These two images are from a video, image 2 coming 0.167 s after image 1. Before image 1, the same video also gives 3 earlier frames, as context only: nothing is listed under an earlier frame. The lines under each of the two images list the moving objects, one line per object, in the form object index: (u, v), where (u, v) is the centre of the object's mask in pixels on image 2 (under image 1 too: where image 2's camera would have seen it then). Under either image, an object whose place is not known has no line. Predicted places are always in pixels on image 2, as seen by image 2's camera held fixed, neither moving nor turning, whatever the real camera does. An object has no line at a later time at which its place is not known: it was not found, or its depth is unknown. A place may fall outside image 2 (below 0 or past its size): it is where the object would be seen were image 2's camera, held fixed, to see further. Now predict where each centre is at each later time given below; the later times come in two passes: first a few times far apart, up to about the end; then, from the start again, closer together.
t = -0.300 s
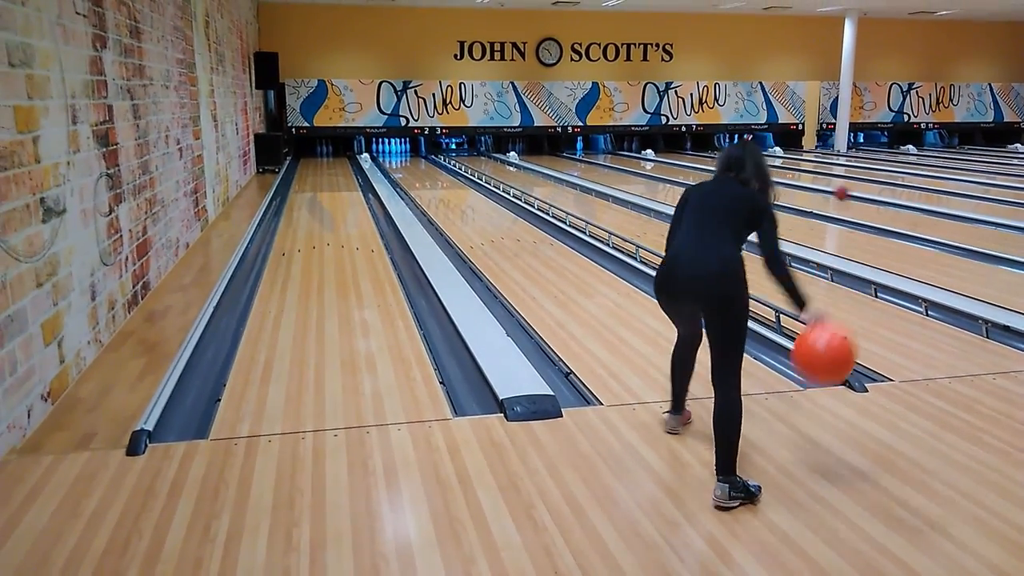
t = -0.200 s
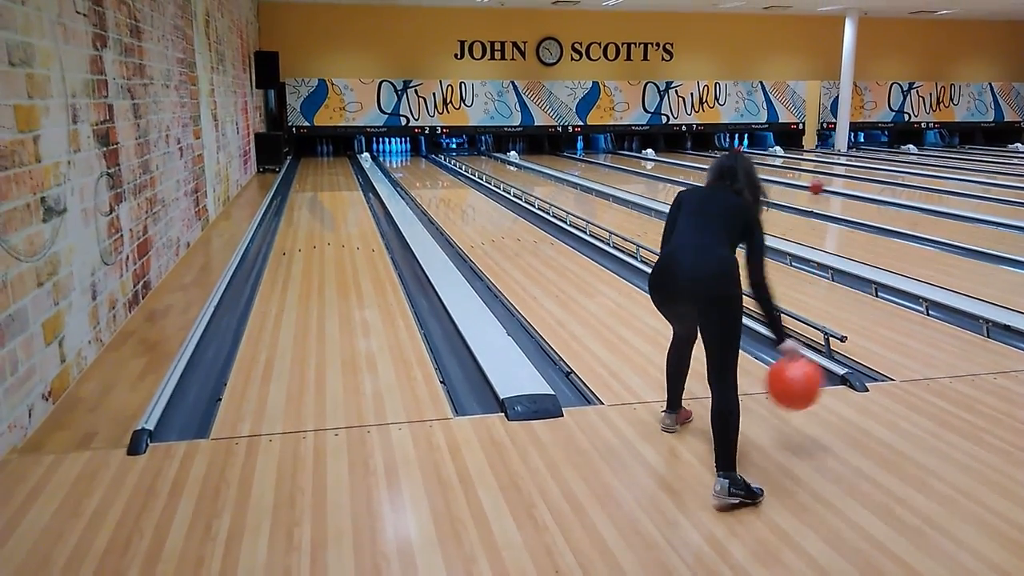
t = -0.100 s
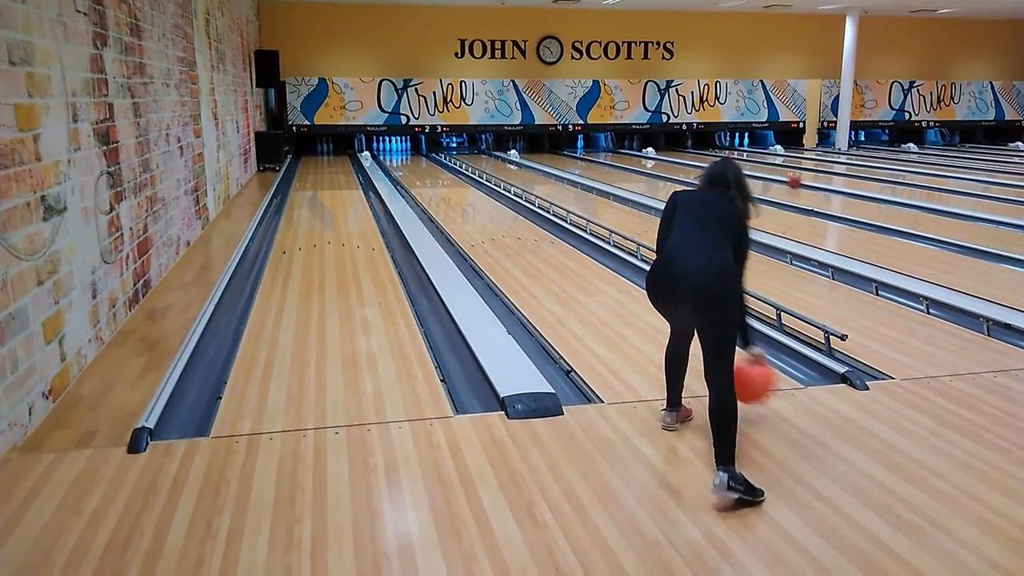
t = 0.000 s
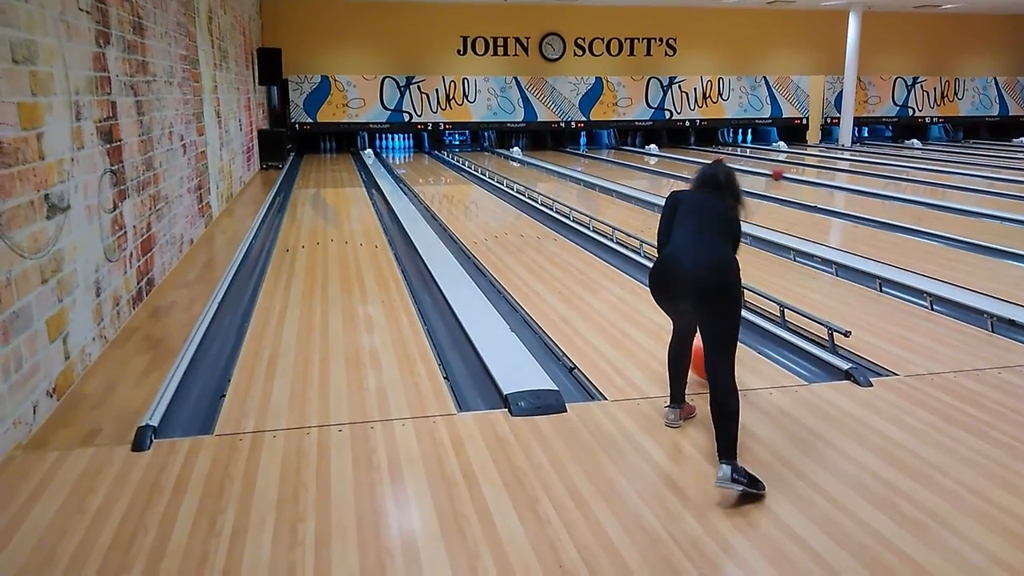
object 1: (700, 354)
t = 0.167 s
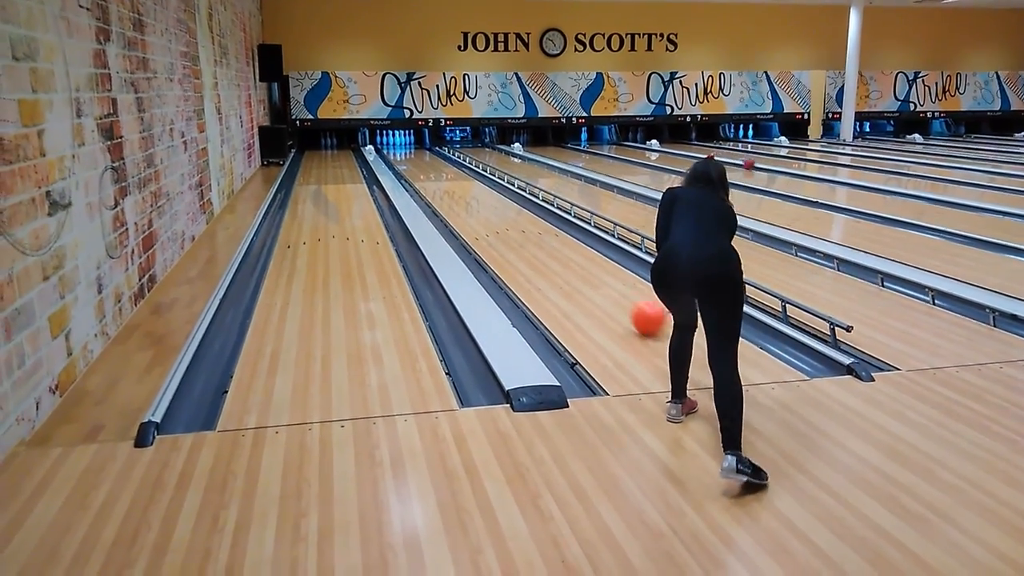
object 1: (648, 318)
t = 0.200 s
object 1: (638, 311)
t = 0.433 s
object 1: (585, 275)
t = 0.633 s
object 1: (551, 253)
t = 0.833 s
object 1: (526, 237)
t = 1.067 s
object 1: (502, 223)
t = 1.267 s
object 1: (486, 213)
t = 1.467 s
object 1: (473, 204)
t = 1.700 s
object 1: (460, 196)
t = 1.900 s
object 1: (450, 190)
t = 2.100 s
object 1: (441, 186)
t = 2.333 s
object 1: (433, 182)
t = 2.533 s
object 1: (426, 178)
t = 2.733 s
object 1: (419, 175)
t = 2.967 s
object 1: (412, 171)
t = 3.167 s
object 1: (407, 168)
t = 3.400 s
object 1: (401, 165)
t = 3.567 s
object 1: (398, 163)
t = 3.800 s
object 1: (392, 161)
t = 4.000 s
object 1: (390, 159)
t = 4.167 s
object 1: (385, 156)
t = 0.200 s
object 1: (638, 311)
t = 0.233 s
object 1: (629, 305)
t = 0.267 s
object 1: (620, 299)
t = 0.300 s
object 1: (612, 294)
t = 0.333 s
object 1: (605, 289)
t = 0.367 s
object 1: (598, 284)
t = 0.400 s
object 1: (591, 280)
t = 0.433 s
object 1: (585, 275)
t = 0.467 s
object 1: (578, 271)
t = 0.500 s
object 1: (572, 268)
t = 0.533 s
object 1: (566, 264)
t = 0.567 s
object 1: (561, 260)
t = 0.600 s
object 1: (556, 257)
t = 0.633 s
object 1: (551, 253)
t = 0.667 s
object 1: (546, 250)
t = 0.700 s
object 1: (541, 248)
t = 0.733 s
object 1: (537, 245)
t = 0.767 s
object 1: (533, 242)
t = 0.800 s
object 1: (529, 240)
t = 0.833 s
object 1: (526, 237)
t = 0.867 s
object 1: (521, 235)
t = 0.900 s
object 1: (518, 232)
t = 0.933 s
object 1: (515, 230)
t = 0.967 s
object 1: (512, 228)
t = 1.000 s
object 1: (508, 226)
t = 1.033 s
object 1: (505, 224)
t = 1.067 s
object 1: (502, 223)
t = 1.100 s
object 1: (499, 221)
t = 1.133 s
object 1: (496, 219)
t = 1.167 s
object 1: (494, 217)
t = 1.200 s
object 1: (491, 216)
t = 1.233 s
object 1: (489, 214)
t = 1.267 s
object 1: (486, 213)
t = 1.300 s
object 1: (484, 211)
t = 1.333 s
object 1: (482, 210)
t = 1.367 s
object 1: (479, 208)
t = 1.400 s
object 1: (477, 207)
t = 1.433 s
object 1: (475, 206)
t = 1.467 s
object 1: (473, 204)
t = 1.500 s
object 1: (471, 203)
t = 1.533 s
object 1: (469, 202)
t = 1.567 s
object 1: (467, 201)
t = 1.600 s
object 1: (465, 199)
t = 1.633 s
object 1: (463, 199)
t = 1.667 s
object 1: (461, 197)
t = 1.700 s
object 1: (460, 196)
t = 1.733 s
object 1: (458, 195)
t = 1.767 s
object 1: (456, 195)
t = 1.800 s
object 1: (454, 194)
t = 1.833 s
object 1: (453, 193)
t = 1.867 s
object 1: (451, 192)
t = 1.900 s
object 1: (450, 190)
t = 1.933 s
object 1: (449, 191)
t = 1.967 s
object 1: (447, 190)
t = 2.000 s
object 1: (446, 188)
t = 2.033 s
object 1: (444, 188)
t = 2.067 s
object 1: (443, 187)
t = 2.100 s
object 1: (441, 186)
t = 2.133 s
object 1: (440, 186)
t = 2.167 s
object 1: (439, 185)
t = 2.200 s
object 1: (437, 184)
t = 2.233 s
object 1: (436, 183)
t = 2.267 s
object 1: (435, 183)
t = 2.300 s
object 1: (434, 183)
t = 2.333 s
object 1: (433, 182)
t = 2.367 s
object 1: (431, 181)
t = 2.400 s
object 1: (430, 181)
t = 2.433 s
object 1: (429, 180)
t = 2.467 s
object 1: (428, 179)
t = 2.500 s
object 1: (427, 179)
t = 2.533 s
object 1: (426, 178)
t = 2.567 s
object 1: (425, 177)
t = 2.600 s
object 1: (423, 177)
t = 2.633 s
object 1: (422, 177)
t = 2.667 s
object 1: (421, 176)
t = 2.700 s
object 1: (420, 176)
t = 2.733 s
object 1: (419, 175)
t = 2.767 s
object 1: (418, 174)
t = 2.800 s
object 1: (417, 174)
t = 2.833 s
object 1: (416, 173)
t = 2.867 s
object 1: (415, 173)
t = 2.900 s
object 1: (414, 172)
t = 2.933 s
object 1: (413, 172)
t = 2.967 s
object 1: (412, 171)
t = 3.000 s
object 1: (411, 171)
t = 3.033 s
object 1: (410, 170)
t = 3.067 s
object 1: (410, 169)
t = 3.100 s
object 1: (408, 169)
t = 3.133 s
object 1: (408, 169)
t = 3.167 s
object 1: (407, 168)
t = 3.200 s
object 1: (406, 168)
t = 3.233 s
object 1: (405, 168)
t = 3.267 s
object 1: (404, 167)
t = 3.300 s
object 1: (403, 166)
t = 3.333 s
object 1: (403, 166)
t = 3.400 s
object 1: (401, 165)
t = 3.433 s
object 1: (400, 165)
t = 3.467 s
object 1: (399, 164)
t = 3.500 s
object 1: (399, 164)
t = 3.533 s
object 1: (398, 164)
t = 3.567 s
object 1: (398, 163)
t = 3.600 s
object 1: (397, 163)
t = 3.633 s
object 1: (396, 163)
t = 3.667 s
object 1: (396, 162)
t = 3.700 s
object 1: (395, 162)
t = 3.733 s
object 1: (394, 162)
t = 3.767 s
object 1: (394, 161)
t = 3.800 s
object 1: (392, 161)
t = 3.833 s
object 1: (392, 160)
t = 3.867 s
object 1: (391, 160)
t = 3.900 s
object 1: (390, 160)
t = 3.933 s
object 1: (390, 159)
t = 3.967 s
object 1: (391, 159)
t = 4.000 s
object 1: (390, 159)
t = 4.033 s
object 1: (388, 158)
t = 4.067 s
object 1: (388, 158)
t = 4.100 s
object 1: (387, 157)
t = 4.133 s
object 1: (387, 157)
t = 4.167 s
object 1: (385, 156)
